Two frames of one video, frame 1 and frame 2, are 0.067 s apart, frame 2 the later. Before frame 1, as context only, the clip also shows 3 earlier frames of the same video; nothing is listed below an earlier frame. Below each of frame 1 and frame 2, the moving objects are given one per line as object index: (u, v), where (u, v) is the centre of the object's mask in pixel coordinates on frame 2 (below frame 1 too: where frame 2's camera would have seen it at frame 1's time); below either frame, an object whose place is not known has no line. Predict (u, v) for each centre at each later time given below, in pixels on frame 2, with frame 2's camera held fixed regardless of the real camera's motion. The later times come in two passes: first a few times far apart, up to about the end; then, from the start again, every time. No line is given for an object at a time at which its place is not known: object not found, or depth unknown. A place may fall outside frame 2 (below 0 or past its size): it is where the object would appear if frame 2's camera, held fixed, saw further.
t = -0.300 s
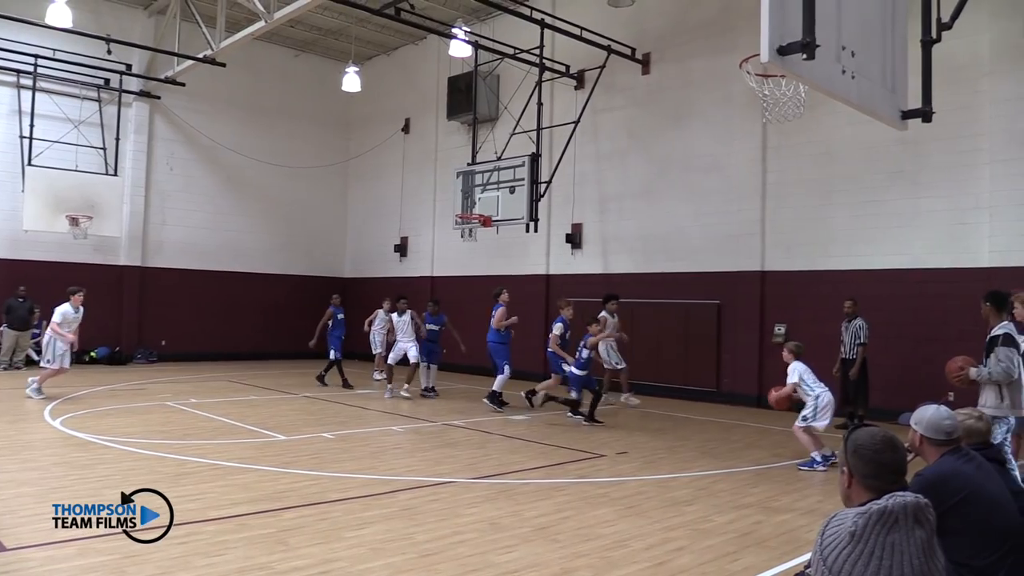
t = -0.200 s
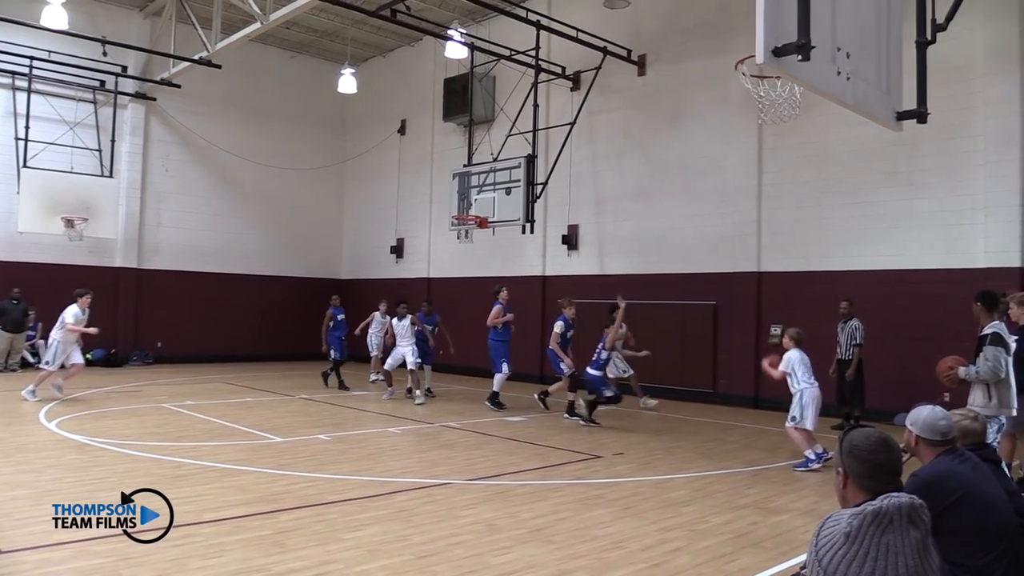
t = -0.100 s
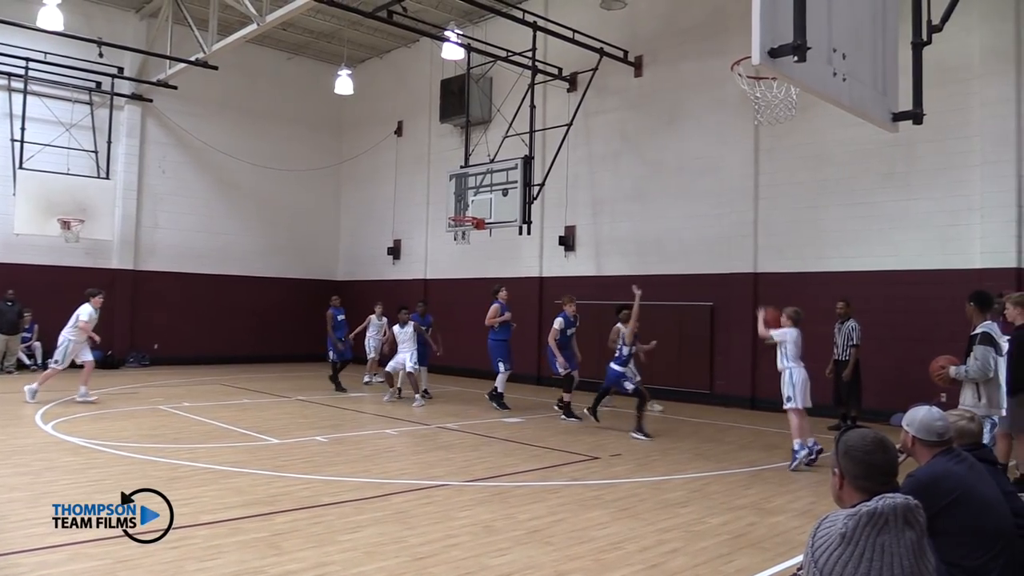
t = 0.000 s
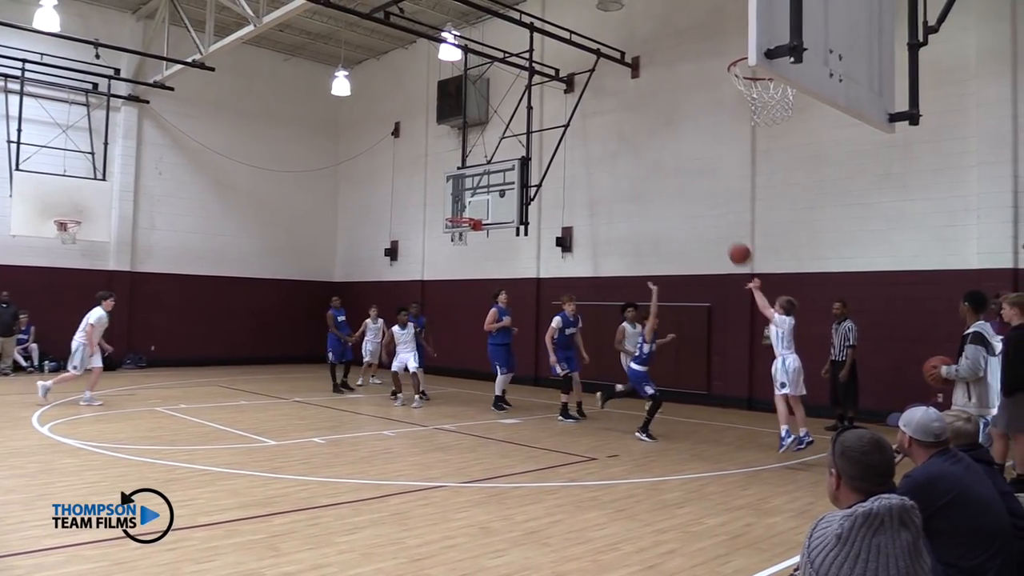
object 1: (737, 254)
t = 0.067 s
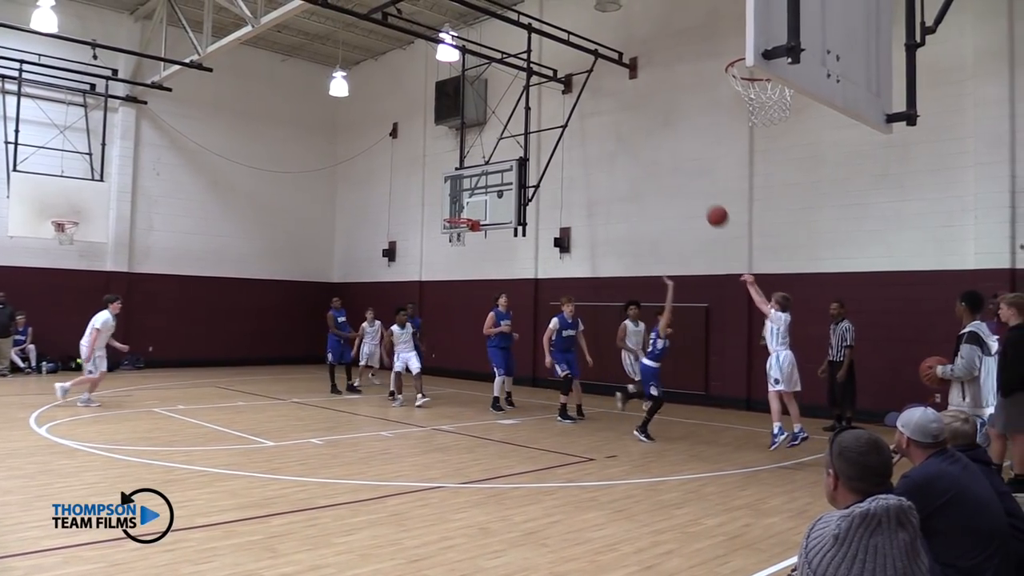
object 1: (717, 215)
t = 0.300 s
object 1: (653, 122)
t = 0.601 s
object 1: (585, 81)
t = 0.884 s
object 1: (532, 100)
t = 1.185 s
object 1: (483, 170)
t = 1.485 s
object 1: (449, 252)
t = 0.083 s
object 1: (712, 206)
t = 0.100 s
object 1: (707, 198)
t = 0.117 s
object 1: (702, 189)
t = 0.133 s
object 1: (697, 182)
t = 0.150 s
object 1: (692, 175)
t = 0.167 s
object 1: (688, 168)
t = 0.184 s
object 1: (683, 161)
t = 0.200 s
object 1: (679, 155)
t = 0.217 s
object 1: (674, 149)
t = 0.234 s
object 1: (670, 143)
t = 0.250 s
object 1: (666, 137)
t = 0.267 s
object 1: (661, 132)
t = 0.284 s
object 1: (657, 127)
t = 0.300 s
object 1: (653, 122)
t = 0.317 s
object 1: (649, 118)
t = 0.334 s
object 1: (644, 114)
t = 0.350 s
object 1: (641, 110)
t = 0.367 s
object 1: (637, 106)
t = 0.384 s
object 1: (633, 103)
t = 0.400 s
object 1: (629, 100)
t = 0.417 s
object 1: (625, 97)
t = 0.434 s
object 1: (621, 94)
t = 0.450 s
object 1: (617, 92)
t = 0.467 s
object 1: (614, 90)
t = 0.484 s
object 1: (610, 88)
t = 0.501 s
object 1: (606, 86)
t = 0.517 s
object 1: (603, 85)
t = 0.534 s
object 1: (599, 83)
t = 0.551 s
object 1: (596, 83)
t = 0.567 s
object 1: (592, 82)
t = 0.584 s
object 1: (589, 81)
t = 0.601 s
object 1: (585, 81)
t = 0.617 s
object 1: (582, 81)
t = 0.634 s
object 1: (578, 80)
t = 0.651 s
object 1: (575, 80)
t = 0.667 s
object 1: (572, 81)
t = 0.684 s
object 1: (569, 81)
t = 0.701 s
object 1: (566, 83)
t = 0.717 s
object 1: (564, 83)
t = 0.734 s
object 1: (561, 84)
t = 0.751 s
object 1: (556, 85)
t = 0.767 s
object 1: (553, 86)
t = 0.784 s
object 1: (550, 87)
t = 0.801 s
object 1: (547, 89)
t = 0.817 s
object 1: (544, 91)
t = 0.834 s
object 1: (541, 93)
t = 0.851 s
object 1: (538, 95)
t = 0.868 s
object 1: (535, 97)
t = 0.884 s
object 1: (532, 100)
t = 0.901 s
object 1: (529, 103)
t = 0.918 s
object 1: (526, 106)
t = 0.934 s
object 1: (523, 109)
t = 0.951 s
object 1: (522, 112)
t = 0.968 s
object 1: (519, 115)
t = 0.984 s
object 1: (515, 119)
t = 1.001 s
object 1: (513, 122)
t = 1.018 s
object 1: (510, 126)
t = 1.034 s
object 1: (507, 130)
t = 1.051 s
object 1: (504, 133)
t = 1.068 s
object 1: (501, 138)
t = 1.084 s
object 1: (499, 142)
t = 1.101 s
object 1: (496, 146)
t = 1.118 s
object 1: (493, 151)
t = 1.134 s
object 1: (491, 155)
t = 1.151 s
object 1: (488, 160)
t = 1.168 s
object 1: (486, 165)
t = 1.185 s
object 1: (483, 170)
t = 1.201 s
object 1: (481, 175)
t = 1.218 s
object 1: (478, 181)
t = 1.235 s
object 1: (476, 185)
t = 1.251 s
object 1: (474, 190)
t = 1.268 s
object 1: (471, 196)
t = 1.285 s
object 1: (469, 202)
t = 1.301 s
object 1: (467, 208)
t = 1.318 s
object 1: (464, 213)
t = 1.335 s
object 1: (462, 220)
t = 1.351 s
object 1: (459, 227)
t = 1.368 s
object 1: (457, 232)
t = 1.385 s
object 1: (456, 236)
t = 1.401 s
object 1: (455, 238)
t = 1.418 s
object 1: (454, 240)
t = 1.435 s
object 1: (453, 243)
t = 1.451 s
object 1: (452, 246)
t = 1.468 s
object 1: (451, 249)
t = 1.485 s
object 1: (449, 252)
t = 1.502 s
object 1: (448, 255)
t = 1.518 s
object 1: (447, 258)
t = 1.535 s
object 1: (446, 262)
